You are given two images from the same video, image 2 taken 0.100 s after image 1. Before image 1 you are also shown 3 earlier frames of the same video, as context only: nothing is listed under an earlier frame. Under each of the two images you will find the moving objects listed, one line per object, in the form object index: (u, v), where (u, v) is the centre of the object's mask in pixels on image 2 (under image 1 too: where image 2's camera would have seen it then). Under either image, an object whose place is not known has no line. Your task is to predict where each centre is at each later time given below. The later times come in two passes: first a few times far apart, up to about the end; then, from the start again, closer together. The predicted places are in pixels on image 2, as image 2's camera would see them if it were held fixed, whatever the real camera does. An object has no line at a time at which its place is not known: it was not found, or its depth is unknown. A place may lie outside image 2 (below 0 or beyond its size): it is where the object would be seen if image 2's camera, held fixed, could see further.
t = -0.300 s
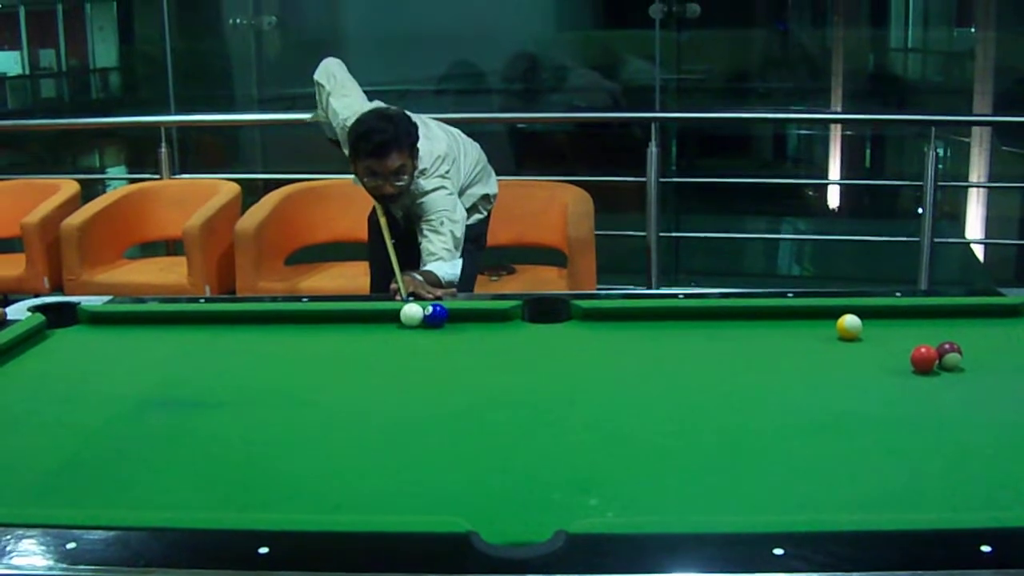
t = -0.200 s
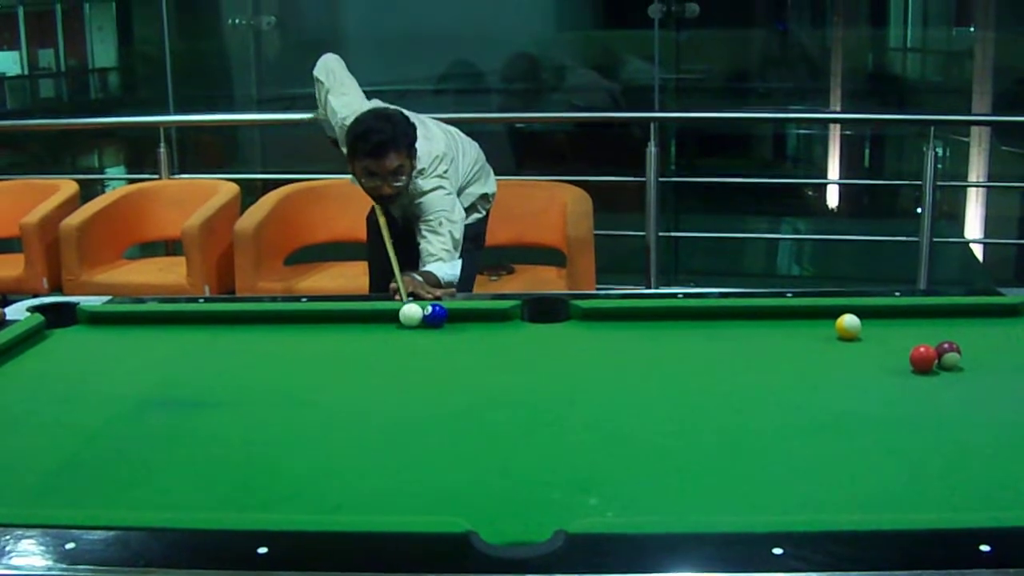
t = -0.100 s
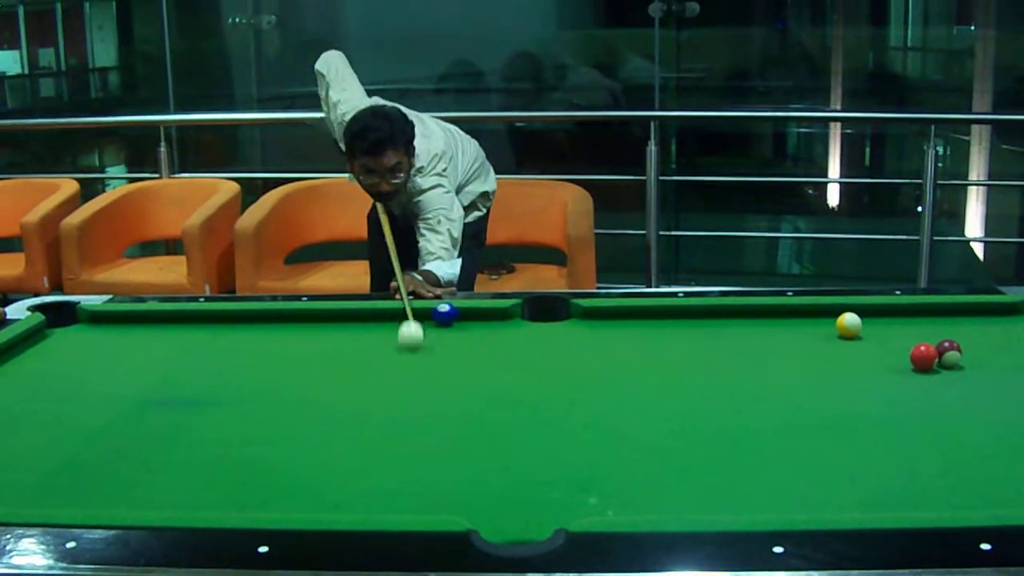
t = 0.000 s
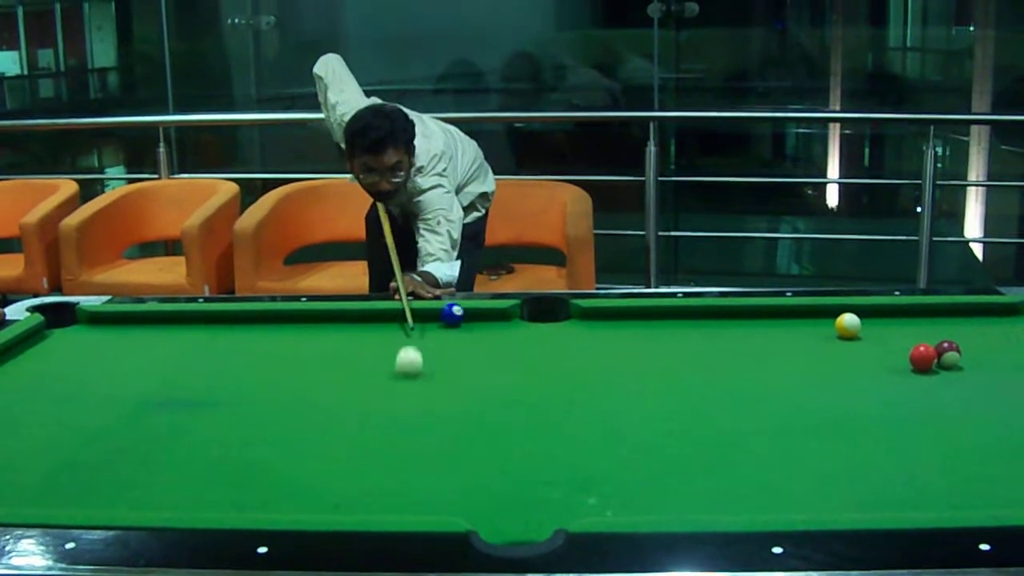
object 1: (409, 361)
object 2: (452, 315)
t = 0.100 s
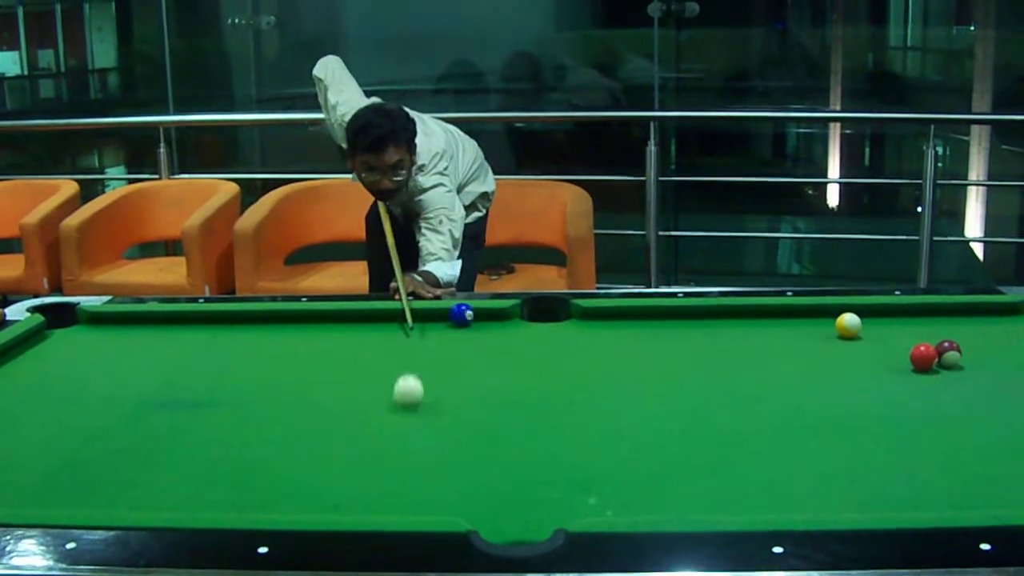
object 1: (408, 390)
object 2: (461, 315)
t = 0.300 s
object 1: (406, 465)
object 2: (475, 315)
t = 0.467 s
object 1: (418, 486)
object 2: (486, 315)
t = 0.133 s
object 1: (408, 401)
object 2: (464, 315)
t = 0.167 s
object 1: (408, 413)
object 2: (466, 315)
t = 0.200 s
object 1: (407, 424)
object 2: (469, 315)
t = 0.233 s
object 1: (407, 438)
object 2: (471, 315)
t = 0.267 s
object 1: (407, 451)
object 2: (473, 315)
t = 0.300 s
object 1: (406, 465)
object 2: (475, 315)
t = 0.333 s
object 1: (406, 481)
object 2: (478, 315)
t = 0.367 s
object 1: (405, 495)
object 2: (480, 315)
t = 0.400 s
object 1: (407, 502)
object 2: (482, 315)
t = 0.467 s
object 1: (418, 486)
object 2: (486, 315)
